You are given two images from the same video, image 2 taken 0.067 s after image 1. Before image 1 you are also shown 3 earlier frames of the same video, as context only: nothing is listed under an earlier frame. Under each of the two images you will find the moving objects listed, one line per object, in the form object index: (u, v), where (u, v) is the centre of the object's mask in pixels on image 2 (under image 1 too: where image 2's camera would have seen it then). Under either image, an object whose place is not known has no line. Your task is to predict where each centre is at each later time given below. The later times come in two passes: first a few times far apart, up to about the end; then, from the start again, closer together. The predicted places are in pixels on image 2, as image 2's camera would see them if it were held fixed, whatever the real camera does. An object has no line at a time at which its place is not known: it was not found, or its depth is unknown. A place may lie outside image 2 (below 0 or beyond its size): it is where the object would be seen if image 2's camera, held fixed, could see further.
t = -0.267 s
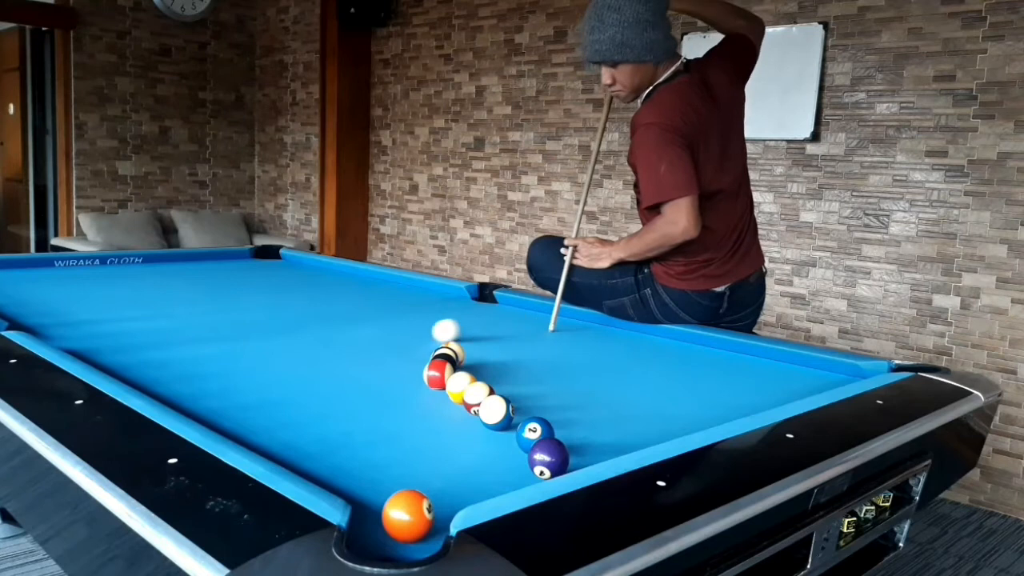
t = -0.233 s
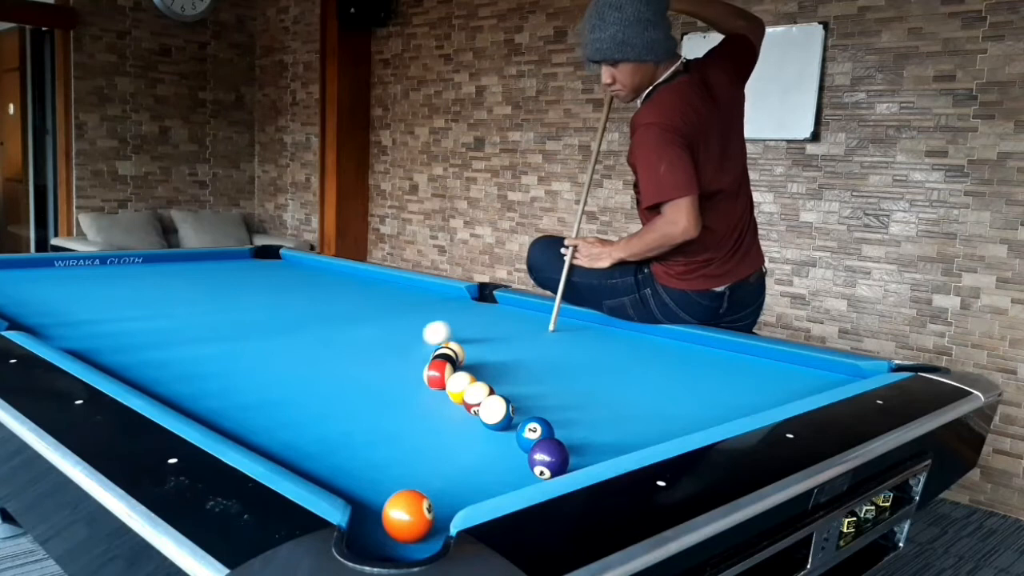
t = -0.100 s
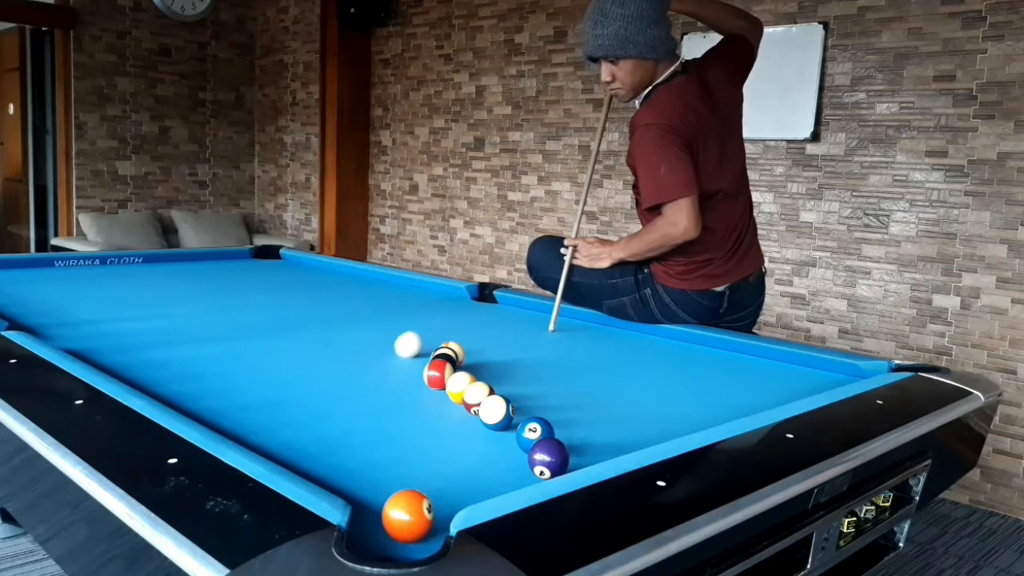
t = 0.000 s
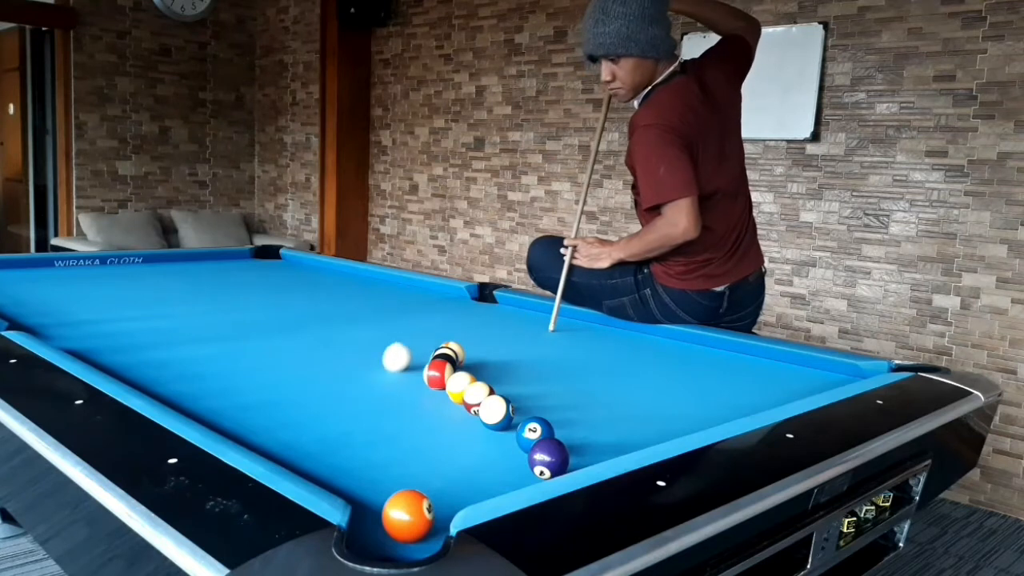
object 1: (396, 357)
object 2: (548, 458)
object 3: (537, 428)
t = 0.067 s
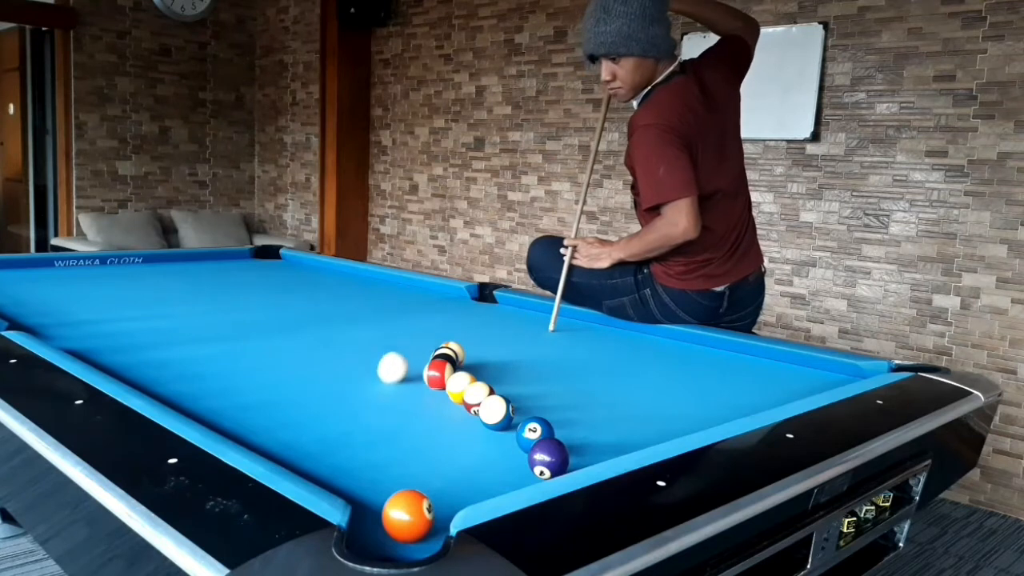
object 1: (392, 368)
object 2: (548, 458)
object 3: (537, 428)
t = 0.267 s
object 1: (378, 408)
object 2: (548, 458)
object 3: (537, 428)
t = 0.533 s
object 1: (352, 486)
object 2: (548, 458)
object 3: (537, 428)
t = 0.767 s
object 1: (435, 490)
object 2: (548, 458)
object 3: (537, 428)
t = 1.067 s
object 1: (527, 473)
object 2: (552, 454)
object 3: (537, 428)
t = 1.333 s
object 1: (582, 456)
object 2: (544, 452)
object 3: (535, 426)
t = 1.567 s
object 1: (615, 443)
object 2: (542, 448)
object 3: (532, 422)
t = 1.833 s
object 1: (647, 430)
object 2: (542, 447)
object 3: (531, 419)
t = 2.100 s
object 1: (674, 418)
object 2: (542, 447)
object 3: (531, 417)
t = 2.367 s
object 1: (697, 408)
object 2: (542, 447)
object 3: (531, 415)
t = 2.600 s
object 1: (714, 400)
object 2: (542, 447)
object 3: (532, 416)
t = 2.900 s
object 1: (734, 392)
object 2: (542, 447)
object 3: (532, 415)
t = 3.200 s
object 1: (751, 384)
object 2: (542, 447)
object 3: (528, 419)
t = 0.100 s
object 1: (390, 373)
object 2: (548, 458)
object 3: (537, 428)
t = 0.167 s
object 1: (386, 386)
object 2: (548, 458)
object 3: (537, 428)
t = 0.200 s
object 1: (384, 393)
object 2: (548, 458)
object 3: (537, 428)
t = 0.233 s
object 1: (381, 400)
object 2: (548, 458)
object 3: (537, 428)
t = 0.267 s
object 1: (378, 408)
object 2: (548, 458)
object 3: (537, 428)
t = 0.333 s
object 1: (372, 424)
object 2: (548, 458)
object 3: (537, 428)
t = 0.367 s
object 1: (369, 434)
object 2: (548, 458)
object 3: (537, 428)
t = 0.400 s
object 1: (365, 443)
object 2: (548, 458)
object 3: (537, 428)
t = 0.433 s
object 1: (362, 454)
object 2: (548, 458)
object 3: (537, 428)
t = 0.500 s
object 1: (354, 476)
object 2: (548, 458)
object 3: (537, 428)
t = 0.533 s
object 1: (352, 486)
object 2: (548, 458)
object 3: (537, 428)
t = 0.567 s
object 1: (362, 496)
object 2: (548, 458)
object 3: (537, 428)
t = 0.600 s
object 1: (378, 498)
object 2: (548, 458)
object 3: (537, 428)
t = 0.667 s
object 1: (399, 492)
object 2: (548, 458)
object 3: (537, 428)
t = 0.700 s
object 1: (413, 491)
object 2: (548, 458)
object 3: (537, 428)
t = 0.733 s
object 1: (424, 491)
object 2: (548, 458)
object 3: (537, 428)
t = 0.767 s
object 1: (435, 490)
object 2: (548, 458)
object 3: (537, 428)
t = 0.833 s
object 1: (457, 486)
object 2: (548, 458)
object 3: (537, 428)
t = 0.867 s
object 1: (467, 485)
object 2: (548, 458)
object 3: (537, 428)
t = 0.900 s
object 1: (478, 483)
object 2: (548, 458)
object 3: (537, 428)
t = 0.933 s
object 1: (487, 481)
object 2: (548, 458)
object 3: (537, 428)
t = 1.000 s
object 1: (507, 477)
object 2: (548, 458)
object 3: (537, 428)
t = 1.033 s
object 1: (516, 475)
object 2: (550, 457)
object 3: (537, 428)
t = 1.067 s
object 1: (527, 473)
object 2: (552, 454)
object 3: (537, 428)
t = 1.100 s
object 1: (536, 471)
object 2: (552, 451)
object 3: (537, 428)
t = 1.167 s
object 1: (554, 467)
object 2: (544, 450)
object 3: (537, 428)
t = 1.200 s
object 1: (562, 464)
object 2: (543, 453)
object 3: (537, 428)
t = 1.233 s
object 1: (567, 462)
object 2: (543, 454)
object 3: (536, 428)
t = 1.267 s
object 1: (572, 460)
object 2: (543, 454)
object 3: (536, 427)
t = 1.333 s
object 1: (582, 456)
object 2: (544, 452)
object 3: (535, 426)
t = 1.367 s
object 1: (587, 454)
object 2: (543, 450)
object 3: (535, 425)
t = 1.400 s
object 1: (592, 452)
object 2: (543, 450)
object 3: (535, 425)
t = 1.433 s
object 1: (597, 450)
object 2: (543, 449)
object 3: (534, 424)
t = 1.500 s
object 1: (606, 447)
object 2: (542, 448)
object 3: (533, 423)
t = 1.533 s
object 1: (611, 445)
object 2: (542, 448)
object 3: (533, 422)
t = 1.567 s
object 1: (615, 443)
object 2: (542, 448)
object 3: (532, 422)
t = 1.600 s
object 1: (619, 441)
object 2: (542, 448)
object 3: (533, 421)
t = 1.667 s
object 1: (628, 438)
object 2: (542, 448)
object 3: (532, 420)
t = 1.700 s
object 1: (631, 436)
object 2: (542, 447)
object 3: (532, 420)
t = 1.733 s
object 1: (635, 435)
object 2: (542, 447)
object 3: (532, 420)
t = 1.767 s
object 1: (639, 433)
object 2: (542, 447)
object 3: (532, 420)
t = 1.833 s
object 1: (647, 430)
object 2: (542, 447)
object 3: (531, 419)
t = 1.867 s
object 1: (650, 428)
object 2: (542, 447)
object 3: (531, 419)
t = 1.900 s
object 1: (654, 427)
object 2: (542, 447)
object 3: (531, 419)
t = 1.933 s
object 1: (657, 426)
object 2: (542, 447)
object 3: (531, 418)
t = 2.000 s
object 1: (664, 423)
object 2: (542, 447)
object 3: (532, 418)
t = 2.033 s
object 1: (667, 421)
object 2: (542, 447)
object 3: (532, 418)
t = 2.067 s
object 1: (671, 420)
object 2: (542, 447)
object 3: (531, 418)
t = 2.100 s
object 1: (674, 418)
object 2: (542, 447)
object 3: (531, 417)
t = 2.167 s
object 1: (680, 416)
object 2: (542, 447)
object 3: (531, 417)
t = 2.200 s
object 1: (683, 414)
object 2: (542, 447)
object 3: (531, 417)
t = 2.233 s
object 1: (686, 413)
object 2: (542, 447)
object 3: (531, 416)
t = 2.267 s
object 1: (689, 412)
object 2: (542, 447)
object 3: (531, 416)
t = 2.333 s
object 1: (695, 409)
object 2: (542, 447)
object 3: (531, 416)
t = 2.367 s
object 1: (697, 408)
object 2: (542, 447)
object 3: (531, 415)
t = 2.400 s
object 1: (700, 407)
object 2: (542, 447)
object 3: (531, 415)
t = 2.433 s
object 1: (702, 406)
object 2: (542, 447)
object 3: (531, 416)
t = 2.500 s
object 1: (707, 404)
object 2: (542, 447)
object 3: (531, 416)
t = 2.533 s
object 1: (710, 403)
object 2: (542, 447)
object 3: (531, 416)
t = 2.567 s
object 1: (712, 401)
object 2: (542, 447)
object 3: (532, 416)
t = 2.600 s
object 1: (714, 400)
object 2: (542, 447)
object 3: (532, 416)
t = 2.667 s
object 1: (719, 398)
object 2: (542, 447)
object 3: (532, 416)
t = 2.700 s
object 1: (721, 397)
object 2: (542, 447)
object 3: (532, 416)
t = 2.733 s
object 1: (723, 396)
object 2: (542, 447)
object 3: (532, 416)
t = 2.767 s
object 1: (725, 395)
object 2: (542, 447)
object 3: (532, 416)
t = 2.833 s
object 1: (730, 393)
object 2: (542, 447)
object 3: (532, 416)
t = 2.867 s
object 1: (732, 392)
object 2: (542, 447)
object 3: (532, 416)
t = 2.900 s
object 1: (734, 392)
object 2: (542, 447)
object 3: (532, 415)
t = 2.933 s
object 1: (736, 391)
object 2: (542, 447)
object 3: (532, 415)
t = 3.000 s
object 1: (740, 389)
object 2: (542, 447)
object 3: (532, 415)
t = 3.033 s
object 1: (742, 388)
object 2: (542, 447)
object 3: (532, 415)
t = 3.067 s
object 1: (744, 387)
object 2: (542, 447)
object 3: (532, 415)
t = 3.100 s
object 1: (746, 386)
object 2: (542, 447)
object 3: (528, 419)
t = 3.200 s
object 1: (751, 384)
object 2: (542, 447)
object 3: (528, 419)
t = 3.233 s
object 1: (753, 383)
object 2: (542, 447)
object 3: (528, 419)
